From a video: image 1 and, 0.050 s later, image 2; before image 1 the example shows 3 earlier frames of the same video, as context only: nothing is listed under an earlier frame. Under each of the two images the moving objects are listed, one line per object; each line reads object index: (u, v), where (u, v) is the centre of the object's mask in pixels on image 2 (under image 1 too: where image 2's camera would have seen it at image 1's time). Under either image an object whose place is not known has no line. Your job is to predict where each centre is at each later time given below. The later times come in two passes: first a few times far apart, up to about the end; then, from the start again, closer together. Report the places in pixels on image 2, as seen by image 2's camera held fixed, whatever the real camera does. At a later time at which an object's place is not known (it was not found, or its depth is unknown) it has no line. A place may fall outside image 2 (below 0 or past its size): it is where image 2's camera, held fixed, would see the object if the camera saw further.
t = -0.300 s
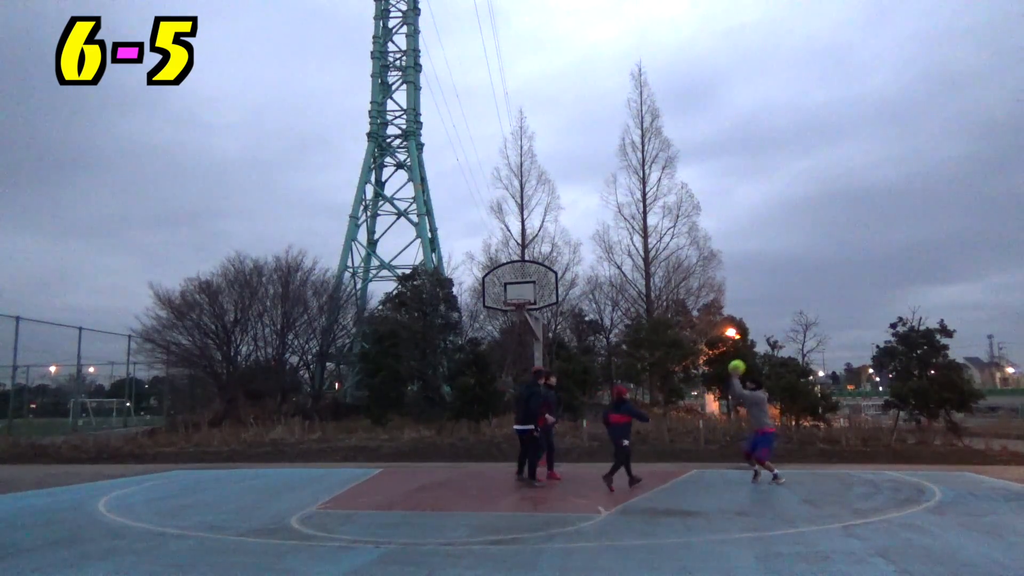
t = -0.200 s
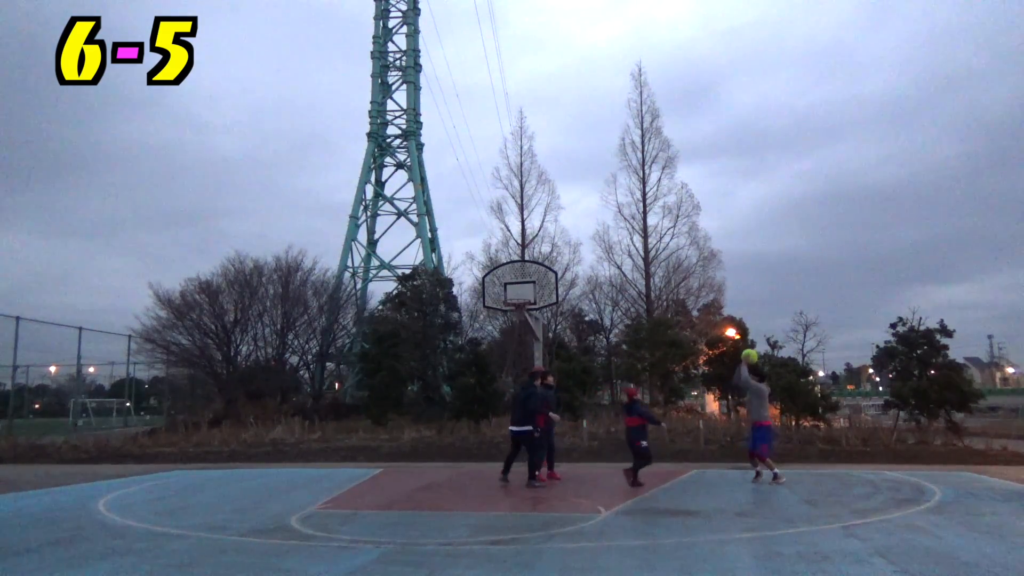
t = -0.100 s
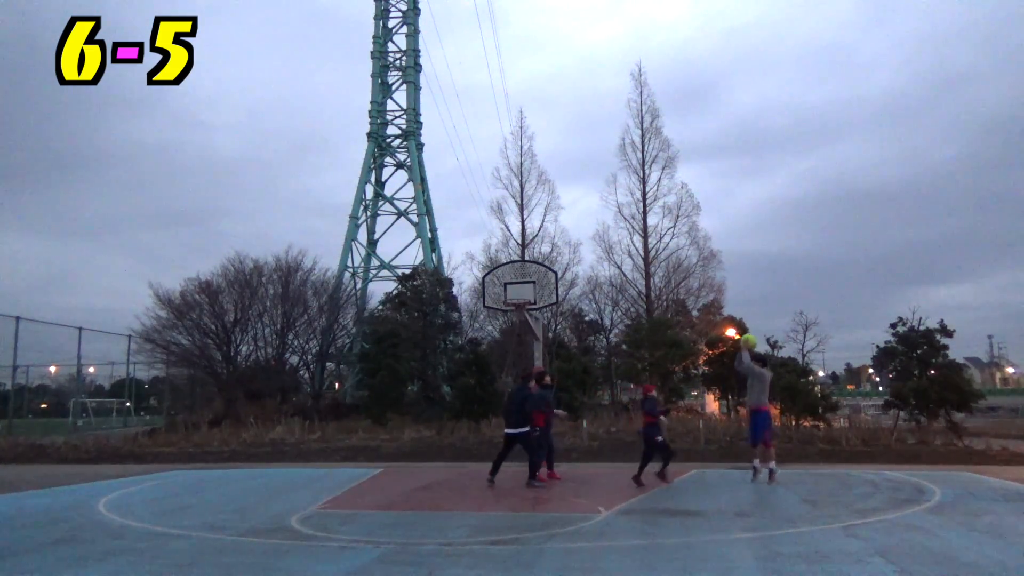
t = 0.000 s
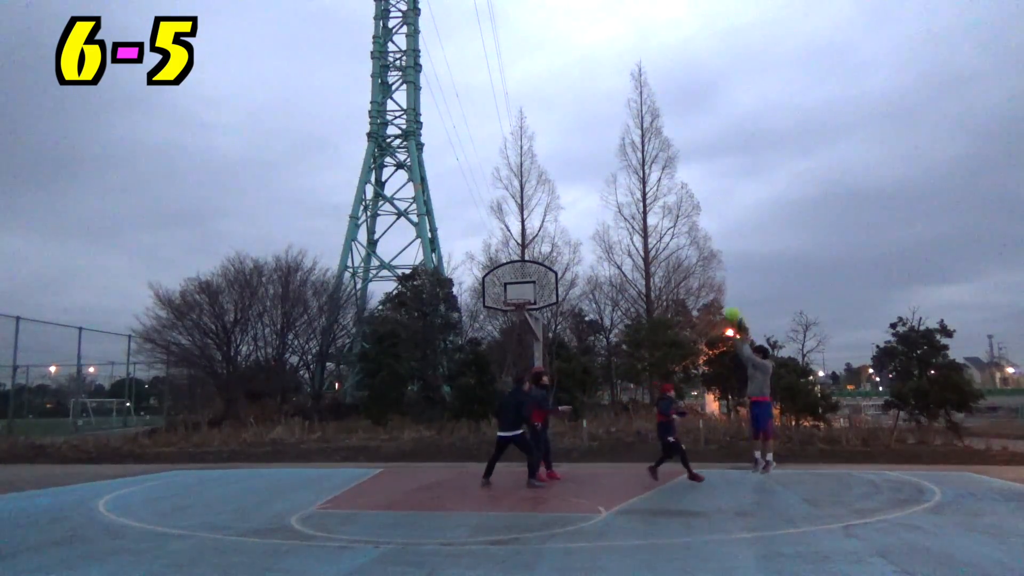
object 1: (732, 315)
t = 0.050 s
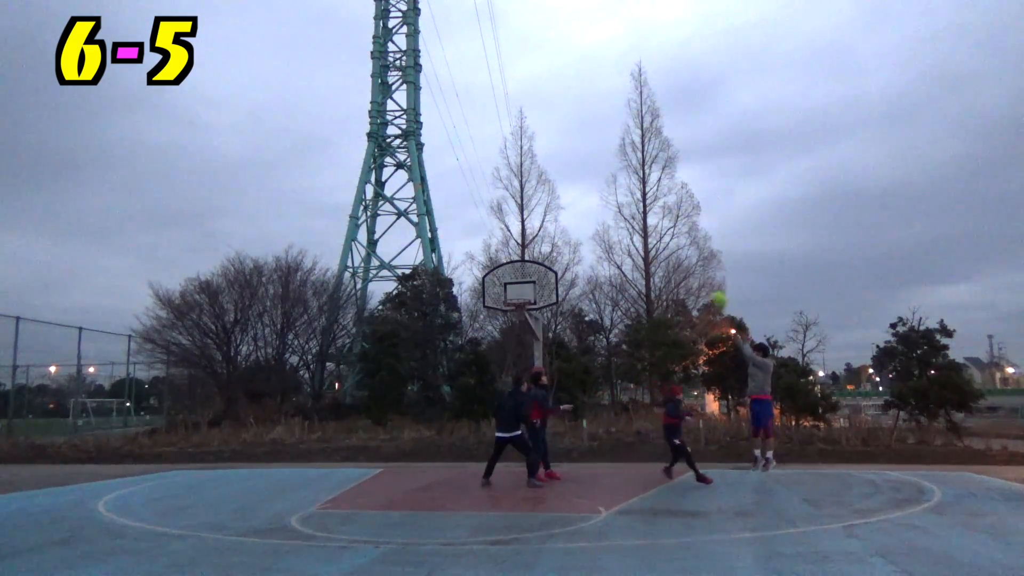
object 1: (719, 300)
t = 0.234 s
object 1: (672, 259)
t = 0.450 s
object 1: (621, 237)
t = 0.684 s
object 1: (572, 244)
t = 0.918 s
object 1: (525, 278)
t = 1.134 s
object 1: (497, 291)
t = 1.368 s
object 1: (476, 300)
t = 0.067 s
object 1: (715, 294)
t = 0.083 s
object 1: (711, 291)
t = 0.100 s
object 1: (706, 286)
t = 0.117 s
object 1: (702, 283)
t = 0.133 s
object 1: (698, 279)
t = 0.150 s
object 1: (693, 274)
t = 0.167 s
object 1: (688, 270)
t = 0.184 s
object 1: (685, 268)
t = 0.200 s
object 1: (680, 264)
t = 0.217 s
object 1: (677, 262)
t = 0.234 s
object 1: (672, 259)
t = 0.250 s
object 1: (668, 257)
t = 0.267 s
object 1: (663, 254)
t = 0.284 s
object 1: (659, 252)
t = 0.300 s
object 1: (655, 249)
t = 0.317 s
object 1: (652, 247)
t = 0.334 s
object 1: (647, 245)
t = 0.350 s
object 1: (644, 244)
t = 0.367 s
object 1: (640, 242)
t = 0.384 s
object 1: (636, 242)
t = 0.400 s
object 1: (632, 240)
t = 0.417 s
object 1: (628, 239)
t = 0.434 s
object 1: (624, 238)
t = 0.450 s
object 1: (621, 237)
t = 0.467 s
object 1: (617, 237)
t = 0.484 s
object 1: (613, 237)
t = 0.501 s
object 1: (609, 237)
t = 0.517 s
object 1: (606, 237)
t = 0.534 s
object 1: (602, 237)
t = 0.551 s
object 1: (599, 237)
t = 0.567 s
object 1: (595, 237)
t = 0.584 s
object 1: (592, 237)
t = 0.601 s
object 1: (588, 238)
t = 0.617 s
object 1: (585, 239)
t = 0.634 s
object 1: (581, 240)
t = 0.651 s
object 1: (578, 241)
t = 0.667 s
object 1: (574, 242)
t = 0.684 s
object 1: (572, 244)
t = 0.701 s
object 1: (568, 245)
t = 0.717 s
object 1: (565, 247)
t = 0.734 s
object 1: (561, 249)
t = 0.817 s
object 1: (545, 259)
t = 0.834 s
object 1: (541, 262)
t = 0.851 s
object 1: (539, 265)
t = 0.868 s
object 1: (535, 268)
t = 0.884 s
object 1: (532, 271)
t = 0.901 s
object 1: (529, 275)
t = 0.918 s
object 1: (525, 278)
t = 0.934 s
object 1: (522, 281)
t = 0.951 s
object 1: (519, 285)
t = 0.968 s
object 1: (515, 289)
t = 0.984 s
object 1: (512, 292)
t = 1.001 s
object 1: (509, 295)
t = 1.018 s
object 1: (508, 295)
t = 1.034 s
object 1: (506, 294)
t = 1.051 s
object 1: (505, 293)
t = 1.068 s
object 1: (503, 292)
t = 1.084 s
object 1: (502, 292)
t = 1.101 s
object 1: (501, 291)
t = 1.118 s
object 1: (500, 291)
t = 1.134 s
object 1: (497, 291)
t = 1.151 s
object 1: (497, 291)
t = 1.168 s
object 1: (495, 291)
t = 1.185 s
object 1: (494, 290)
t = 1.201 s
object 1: (492, 290)
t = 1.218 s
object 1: (491, 290)
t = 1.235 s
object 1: (489, 291)
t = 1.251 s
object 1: (489, 291)
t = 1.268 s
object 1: (484, 292)
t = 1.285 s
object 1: (484, 292)
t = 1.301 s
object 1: (482, 294)
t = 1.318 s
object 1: (481, 295)
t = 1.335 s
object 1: (479, 297)
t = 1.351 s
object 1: (477, 298)
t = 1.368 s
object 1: (476, 300)
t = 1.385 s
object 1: (475, 301)
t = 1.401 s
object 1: (474, 303)
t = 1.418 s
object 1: (472, 305)
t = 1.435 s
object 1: (470, 307)
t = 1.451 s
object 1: (468, 310)
